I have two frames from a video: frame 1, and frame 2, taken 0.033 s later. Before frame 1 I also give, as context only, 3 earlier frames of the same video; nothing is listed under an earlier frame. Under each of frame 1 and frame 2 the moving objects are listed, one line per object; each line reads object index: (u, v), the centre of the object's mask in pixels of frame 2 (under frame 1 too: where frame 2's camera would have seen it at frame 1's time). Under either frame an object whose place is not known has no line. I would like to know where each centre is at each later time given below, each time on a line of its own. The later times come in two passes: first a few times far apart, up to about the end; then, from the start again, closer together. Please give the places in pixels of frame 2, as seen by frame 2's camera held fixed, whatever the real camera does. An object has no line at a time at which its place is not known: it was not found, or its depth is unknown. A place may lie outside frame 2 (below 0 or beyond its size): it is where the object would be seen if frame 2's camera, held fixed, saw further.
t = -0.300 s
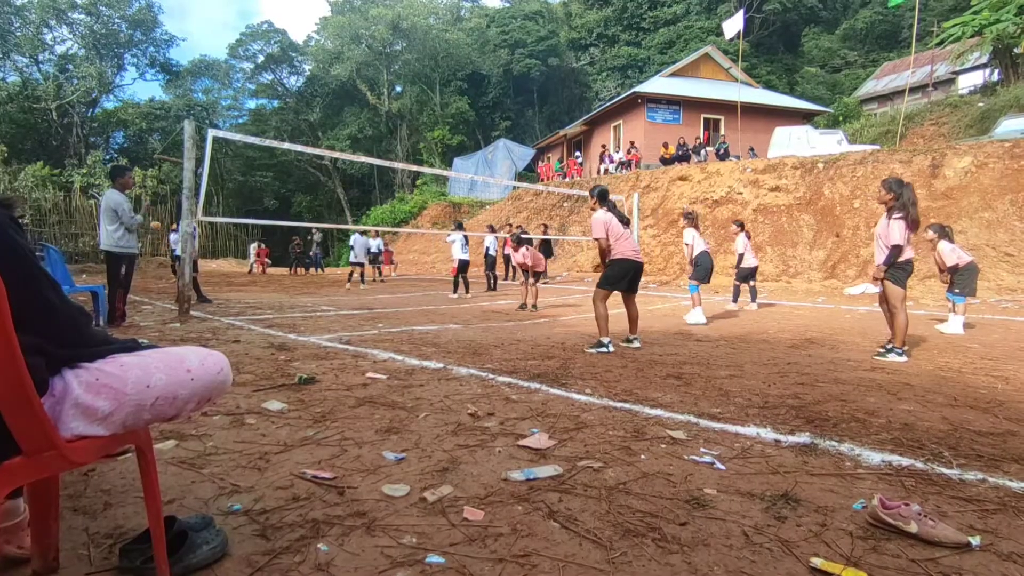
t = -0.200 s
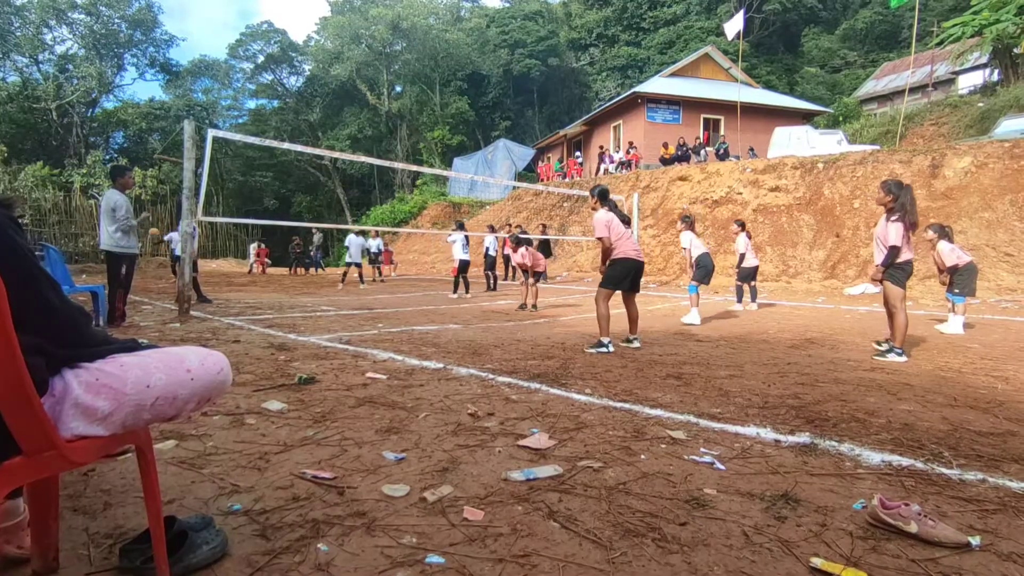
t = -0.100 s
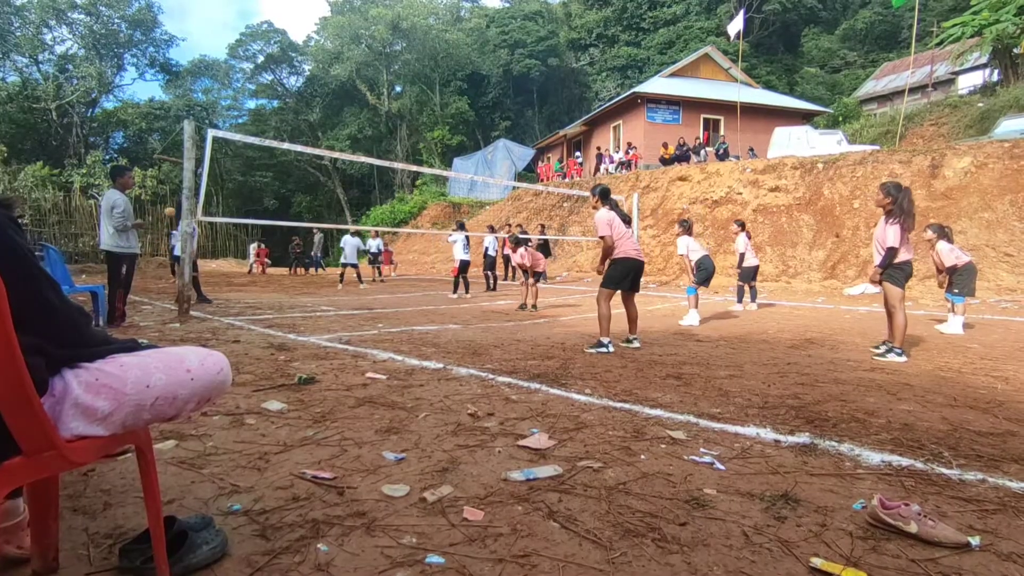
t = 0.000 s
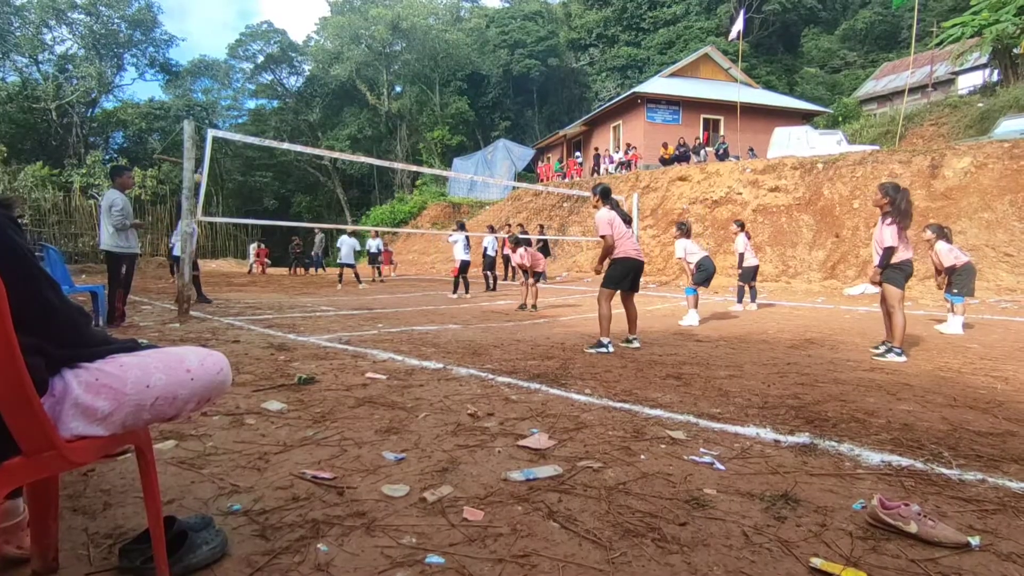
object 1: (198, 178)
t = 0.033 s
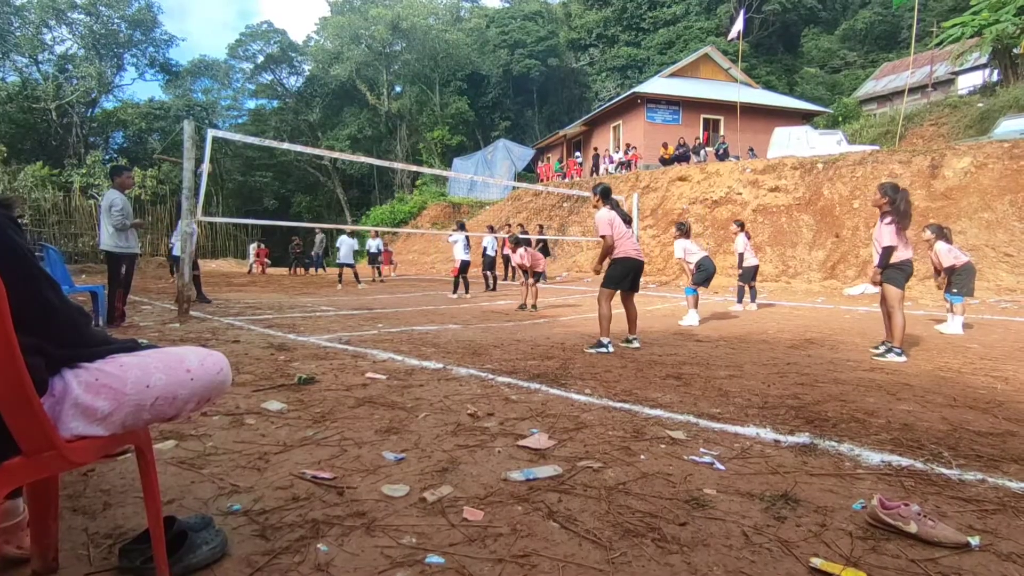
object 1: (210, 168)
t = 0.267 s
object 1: (283, 103)
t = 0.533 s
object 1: (387, 49)
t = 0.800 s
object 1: (521, 27)
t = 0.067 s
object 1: (216, 158)
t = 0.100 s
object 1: (226, 148)
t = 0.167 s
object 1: (248, 128)
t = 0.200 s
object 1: (259, 119)
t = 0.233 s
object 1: (271, 111)
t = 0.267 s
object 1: (283, 103)
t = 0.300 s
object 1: (295, 95)
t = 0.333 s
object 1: (307, 87)
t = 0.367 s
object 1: (320, 79)
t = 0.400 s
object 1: (333, 71)
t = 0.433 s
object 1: (346, 65)
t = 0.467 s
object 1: (359, 60)
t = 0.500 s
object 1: (373, 54)
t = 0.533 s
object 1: (387, 49)
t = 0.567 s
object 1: (402, 44)
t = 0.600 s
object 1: (418, 40)
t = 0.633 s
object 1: (434, 36)
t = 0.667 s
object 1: (450, 32)
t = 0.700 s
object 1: (467, 30)
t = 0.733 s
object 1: (485, 29)
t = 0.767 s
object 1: (502, 28)
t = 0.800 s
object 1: (521, 27)
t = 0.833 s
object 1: (541, 28)
